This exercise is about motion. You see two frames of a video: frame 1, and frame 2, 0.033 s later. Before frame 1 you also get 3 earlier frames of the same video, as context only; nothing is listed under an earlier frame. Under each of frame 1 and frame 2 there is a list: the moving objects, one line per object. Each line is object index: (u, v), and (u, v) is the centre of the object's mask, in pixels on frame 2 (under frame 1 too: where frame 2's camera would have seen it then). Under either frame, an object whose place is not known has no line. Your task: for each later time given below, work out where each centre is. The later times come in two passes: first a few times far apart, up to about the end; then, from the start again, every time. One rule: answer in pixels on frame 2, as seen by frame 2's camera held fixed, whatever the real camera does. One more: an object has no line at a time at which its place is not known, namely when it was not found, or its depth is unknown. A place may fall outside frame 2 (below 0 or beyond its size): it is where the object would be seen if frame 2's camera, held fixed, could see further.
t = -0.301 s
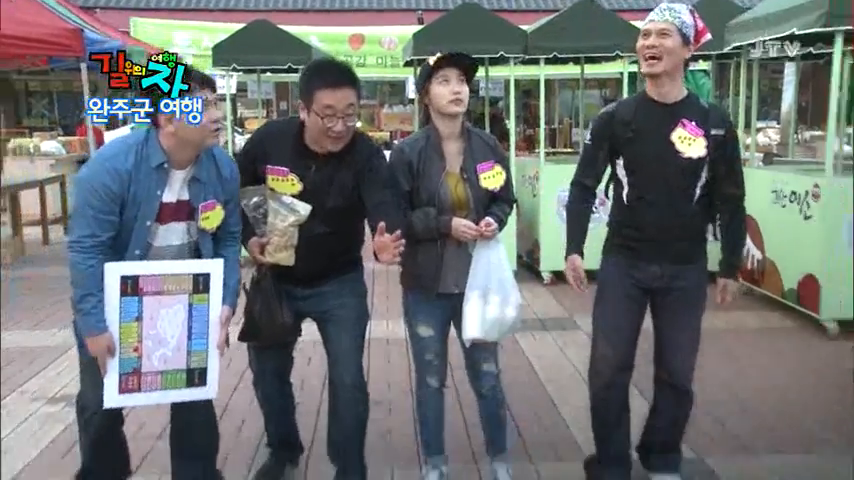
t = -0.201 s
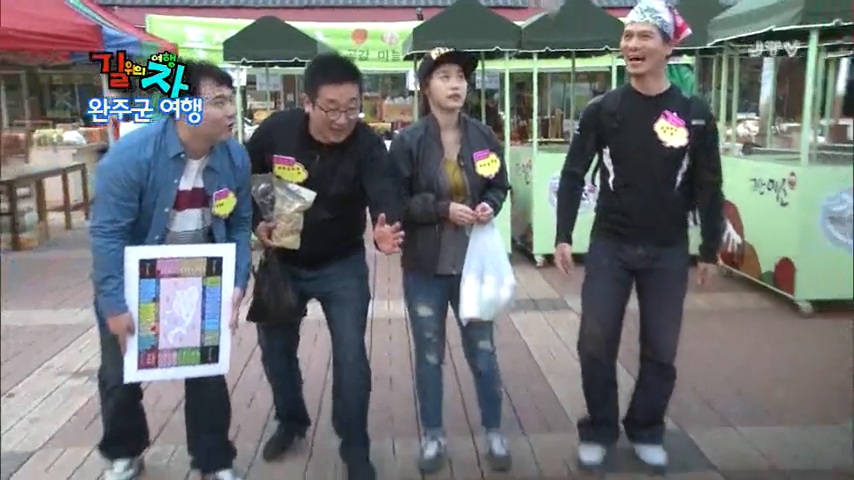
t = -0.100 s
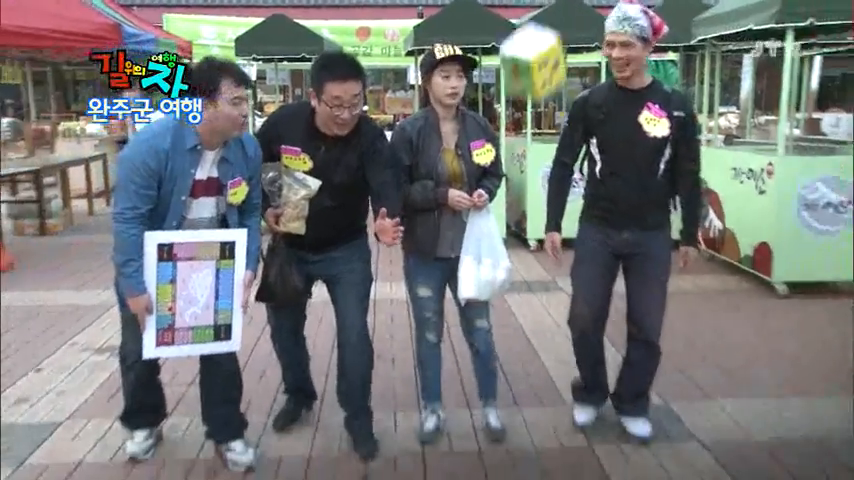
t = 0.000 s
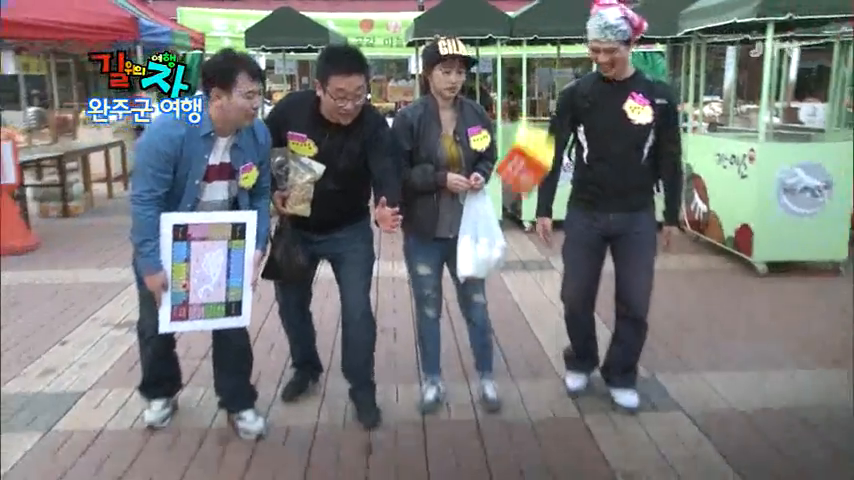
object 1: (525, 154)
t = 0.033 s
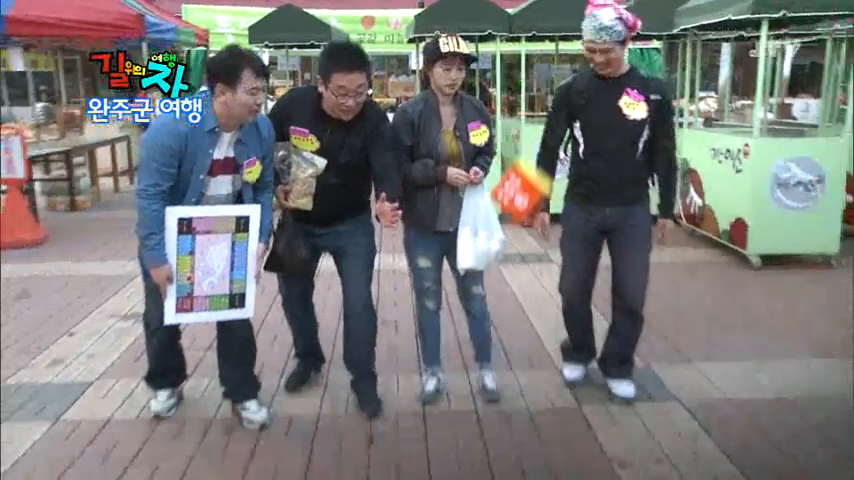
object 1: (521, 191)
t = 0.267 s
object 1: (513, 441)
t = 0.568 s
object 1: (504, 419)
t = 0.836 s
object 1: (496, 393)
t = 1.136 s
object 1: (486, 374)
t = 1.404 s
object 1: (478, 366)
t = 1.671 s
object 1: (469, 365)
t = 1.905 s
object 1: (462, 367)
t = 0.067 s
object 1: (521, 232)
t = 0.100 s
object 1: (520, 275)
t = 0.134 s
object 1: (523, 319)
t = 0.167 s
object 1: (521, 359)
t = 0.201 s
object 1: (517, 417)
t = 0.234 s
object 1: (514, 439)
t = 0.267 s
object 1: (513, 441)
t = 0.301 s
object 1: (513, 442)
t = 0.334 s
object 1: (511, 440)
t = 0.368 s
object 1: (509, 436)
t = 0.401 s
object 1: (509, 435)
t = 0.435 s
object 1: (507, 430)
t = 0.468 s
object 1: (506, 427)
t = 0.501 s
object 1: (505, 424)
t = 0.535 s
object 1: (505, 421)
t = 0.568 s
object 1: (504, 419)
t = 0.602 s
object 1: (504, 414)
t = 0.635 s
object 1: (503, 410)
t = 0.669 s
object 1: (502, 408)
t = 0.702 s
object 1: (500, 405)
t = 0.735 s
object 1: (499, 402)
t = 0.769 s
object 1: (498, 398)
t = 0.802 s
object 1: (497, 395)
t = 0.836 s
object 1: (496, 393)
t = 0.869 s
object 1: (496, 389)
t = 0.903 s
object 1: (495, 388)
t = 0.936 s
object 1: (493, 384)
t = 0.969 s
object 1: (492, 383)
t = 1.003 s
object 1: (491, 382)
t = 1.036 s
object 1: (490, 379)
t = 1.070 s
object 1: (489, 378)
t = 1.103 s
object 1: (487, 376)
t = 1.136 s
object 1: (486, 374)
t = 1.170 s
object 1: (485, 374)
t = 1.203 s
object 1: (484, 372)
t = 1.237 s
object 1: (483, 370)
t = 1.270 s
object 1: (482, 369)
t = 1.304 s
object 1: (480, 368)
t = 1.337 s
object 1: (479, 367)
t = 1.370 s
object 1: (478, 367)
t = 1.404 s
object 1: (478, 366)
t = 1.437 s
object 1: (476, 366)
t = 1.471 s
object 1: (476, 365)
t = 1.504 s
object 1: (475, 365)
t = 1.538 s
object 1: (473, 365)
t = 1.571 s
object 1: (472, 365)
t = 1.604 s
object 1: (471, 365)
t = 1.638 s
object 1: (470, 364)
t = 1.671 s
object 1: (469, 365)
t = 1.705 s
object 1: (469, 365)
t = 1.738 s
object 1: (468, 365)
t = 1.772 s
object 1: (467, 366)
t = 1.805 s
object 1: (466, 366)
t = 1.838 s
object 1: (465, 366)
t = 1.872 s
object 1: (464, 366)
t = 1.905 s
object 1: (462, 367)
